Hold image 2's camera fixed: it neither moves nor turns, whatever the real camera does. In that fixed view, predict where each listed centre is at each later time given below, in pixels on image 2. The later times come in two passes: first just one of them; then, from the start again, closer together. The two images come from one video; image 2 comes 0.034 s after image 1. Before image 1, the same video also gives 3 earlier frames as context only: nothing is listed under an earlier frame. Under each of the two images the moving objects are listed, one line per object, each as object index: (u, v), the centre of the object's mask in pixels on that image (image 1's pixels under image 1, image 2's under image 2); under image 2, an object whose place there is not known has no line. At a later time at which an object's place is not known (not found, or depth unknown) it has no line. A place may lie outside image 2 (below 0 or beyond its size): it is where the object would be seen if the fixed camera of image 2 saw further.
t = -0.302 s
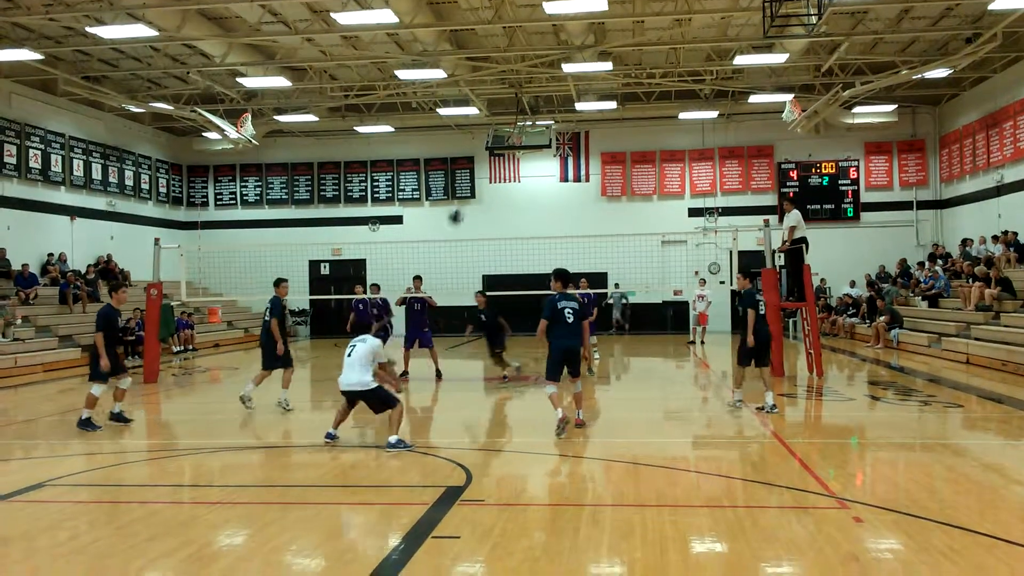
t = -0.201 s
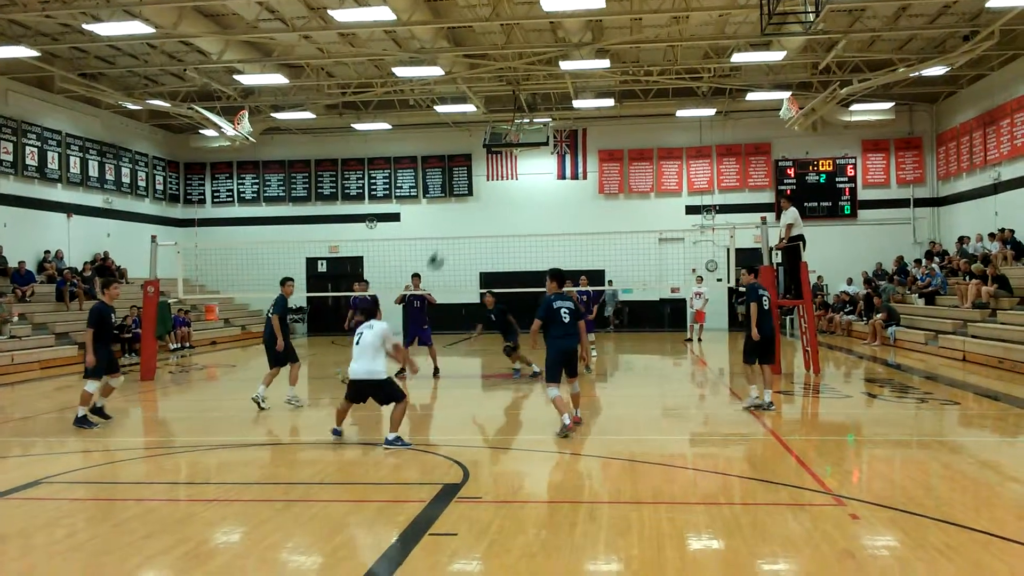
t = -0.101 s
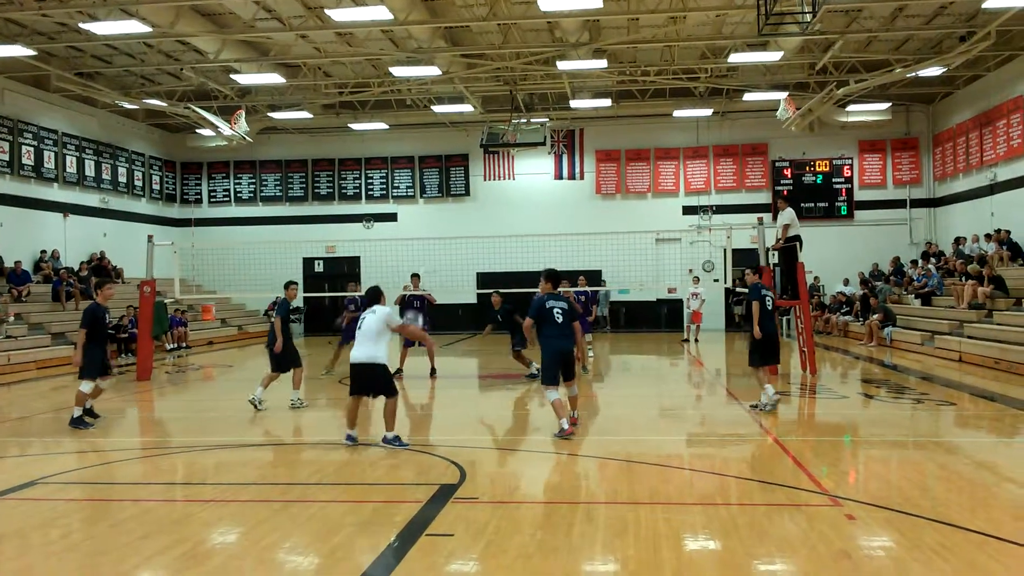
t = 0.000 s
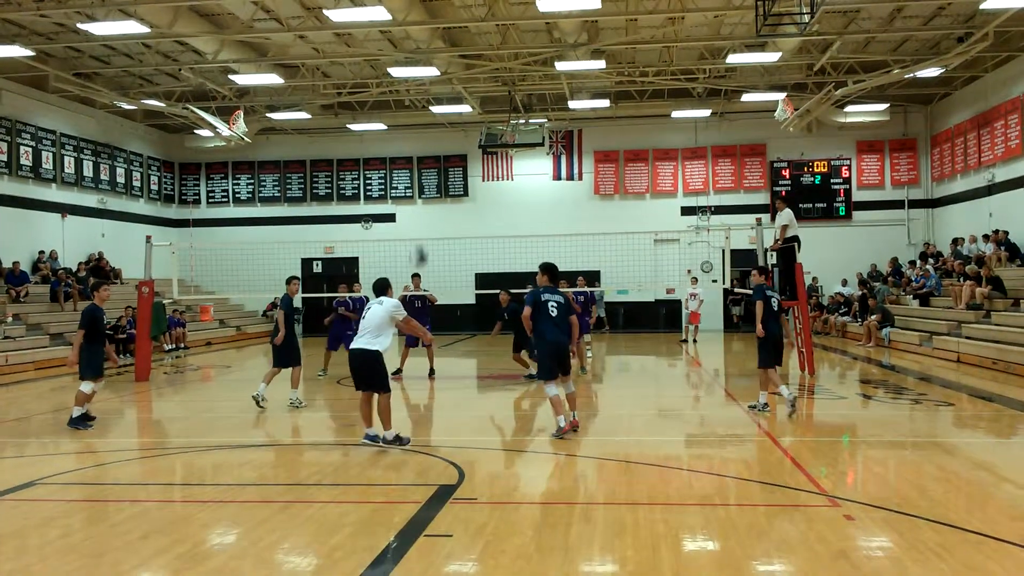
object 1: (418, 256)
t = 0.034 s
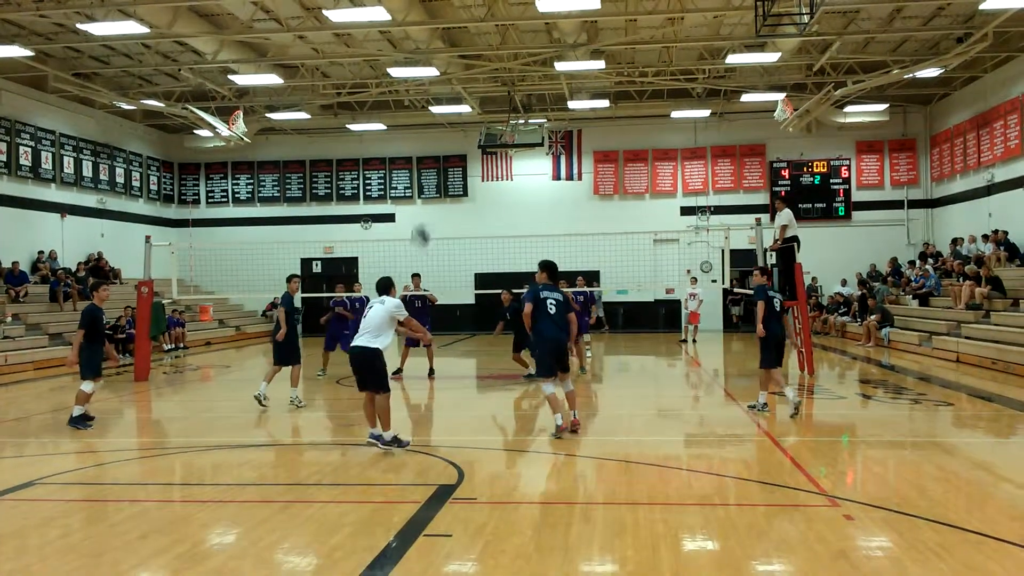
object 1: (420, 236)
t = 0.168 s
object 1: (430, 169)
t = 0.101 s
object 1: (425, 198)
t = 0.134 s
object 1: (428, 185)
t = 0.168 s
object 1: (430, 169)
